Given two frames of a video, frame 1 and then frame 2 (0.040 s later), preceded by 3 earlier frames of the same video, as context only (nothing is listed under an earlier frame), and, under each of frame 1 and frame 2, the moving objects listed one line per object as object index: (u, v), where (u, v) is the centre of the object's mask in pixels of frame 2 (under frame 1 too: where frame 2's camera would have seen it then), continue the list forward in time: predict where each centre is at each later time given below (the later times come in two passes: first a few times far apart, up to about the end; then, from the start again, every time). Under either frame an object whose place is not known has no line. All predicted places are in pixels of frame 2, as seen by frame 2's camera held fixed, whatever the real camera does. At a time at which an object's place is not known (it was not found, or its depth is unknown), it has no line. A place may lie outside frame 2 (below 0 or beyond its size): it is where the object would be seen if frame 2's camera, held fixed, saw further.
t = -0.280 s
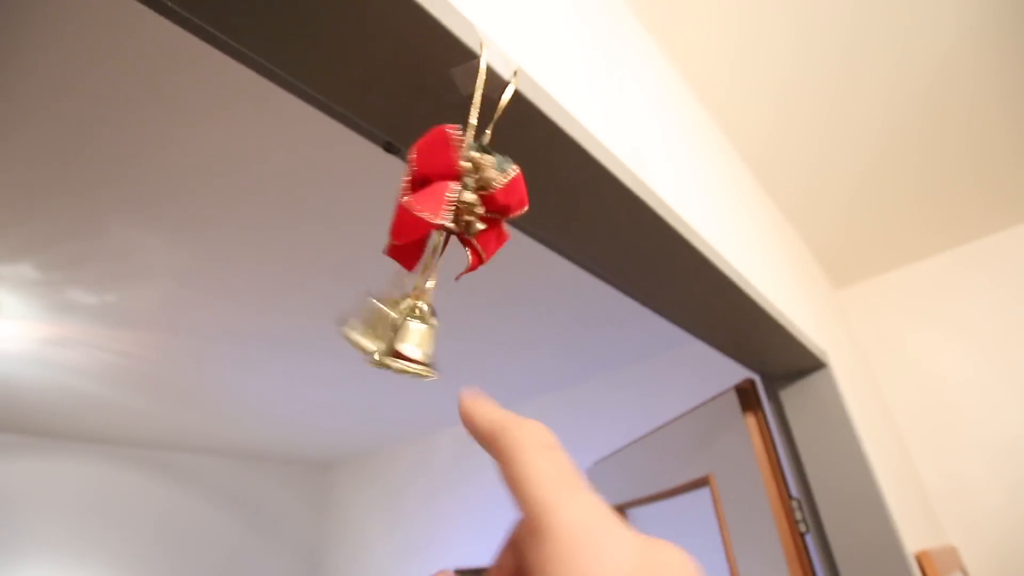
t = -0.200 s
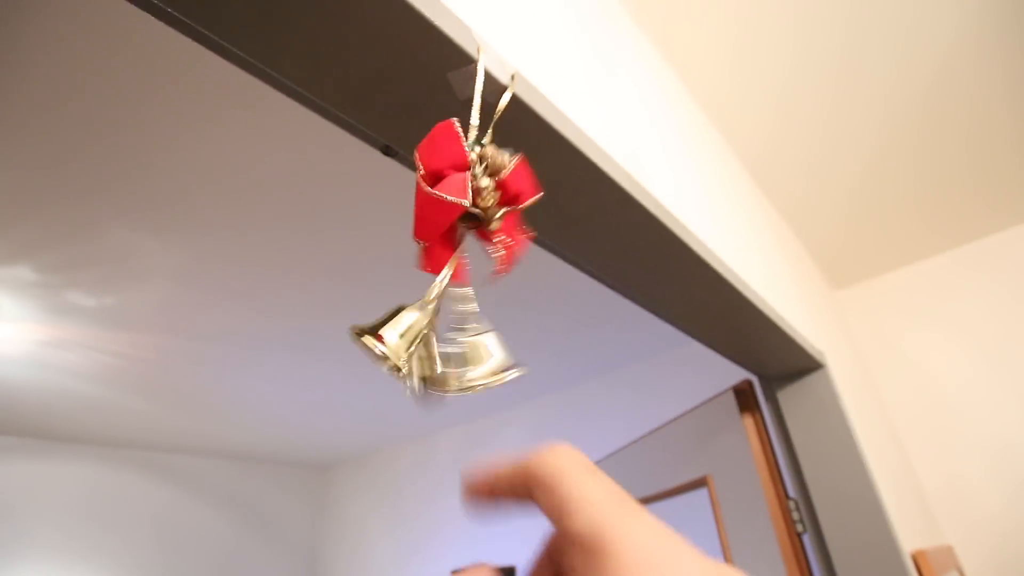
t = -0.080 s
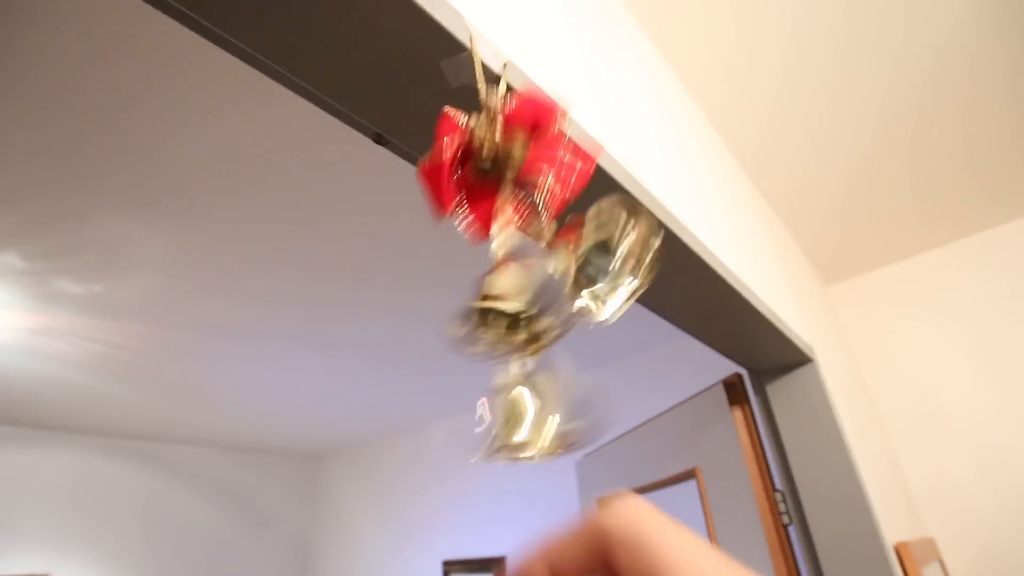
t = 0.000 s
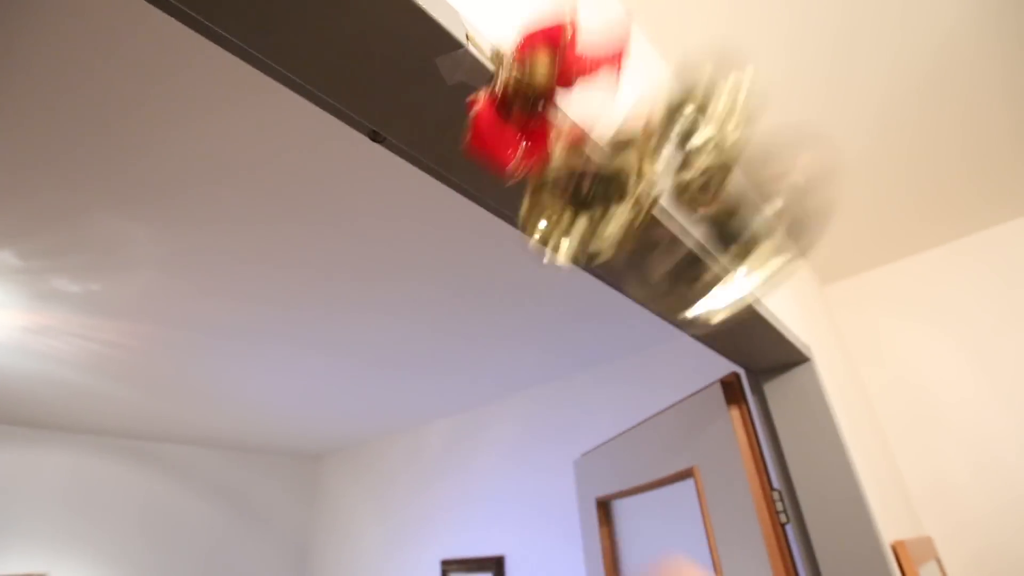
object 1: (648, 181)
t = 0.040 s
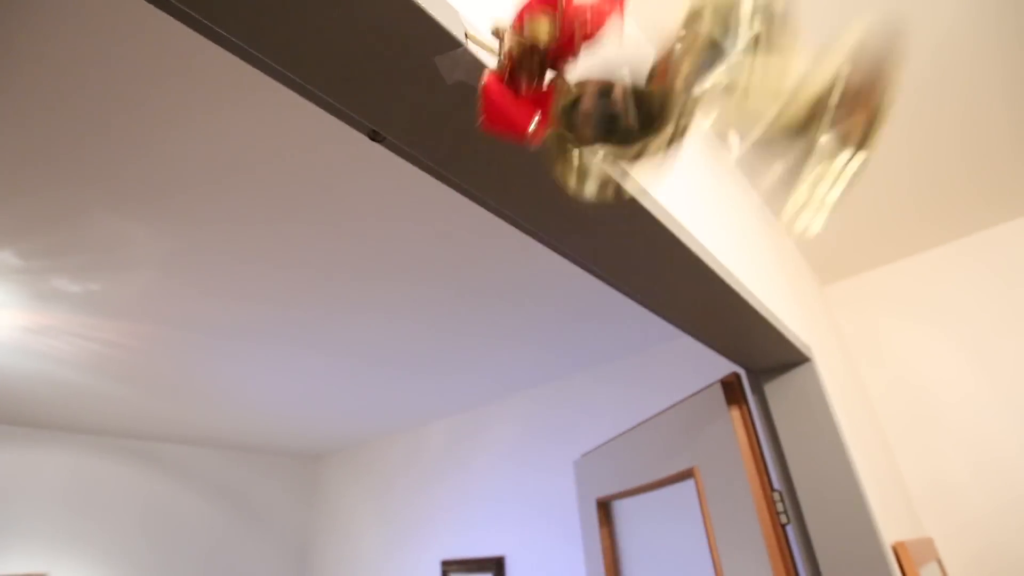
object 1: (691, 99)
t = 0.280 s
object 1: (576, 219)
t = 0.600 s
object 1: (412, 251)
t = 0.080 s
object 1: (701, 49)
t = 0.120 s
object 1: (667, 43)
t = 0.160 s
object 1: (652, 49)
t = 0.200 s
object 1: (695, 58)
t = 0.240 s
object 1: (694, 121)
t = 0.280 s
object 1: (576, 219)
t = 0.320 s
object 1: (542, 259)
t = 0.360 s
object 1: (489, 262)
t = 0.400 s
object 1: (454, 257)
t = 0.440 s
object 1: (432, 259)
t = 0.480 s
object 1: (419, 258)
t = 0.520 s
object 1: (410, 261)
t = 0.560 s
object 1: (407, 257)
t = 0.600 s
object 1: (412, 251)
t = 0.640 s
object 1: (420, 247)
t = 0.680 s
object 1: (429, 251)
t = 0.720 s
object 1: (445, 255)
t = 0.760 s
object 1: (474, 262)
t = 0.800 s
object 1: (532, 248)
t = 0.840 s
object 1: (588, 202)
